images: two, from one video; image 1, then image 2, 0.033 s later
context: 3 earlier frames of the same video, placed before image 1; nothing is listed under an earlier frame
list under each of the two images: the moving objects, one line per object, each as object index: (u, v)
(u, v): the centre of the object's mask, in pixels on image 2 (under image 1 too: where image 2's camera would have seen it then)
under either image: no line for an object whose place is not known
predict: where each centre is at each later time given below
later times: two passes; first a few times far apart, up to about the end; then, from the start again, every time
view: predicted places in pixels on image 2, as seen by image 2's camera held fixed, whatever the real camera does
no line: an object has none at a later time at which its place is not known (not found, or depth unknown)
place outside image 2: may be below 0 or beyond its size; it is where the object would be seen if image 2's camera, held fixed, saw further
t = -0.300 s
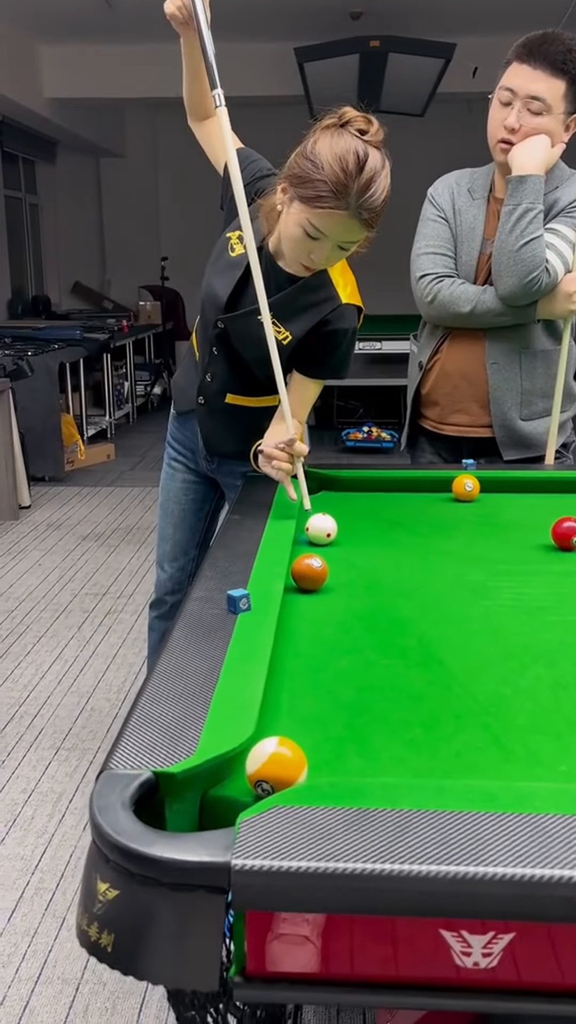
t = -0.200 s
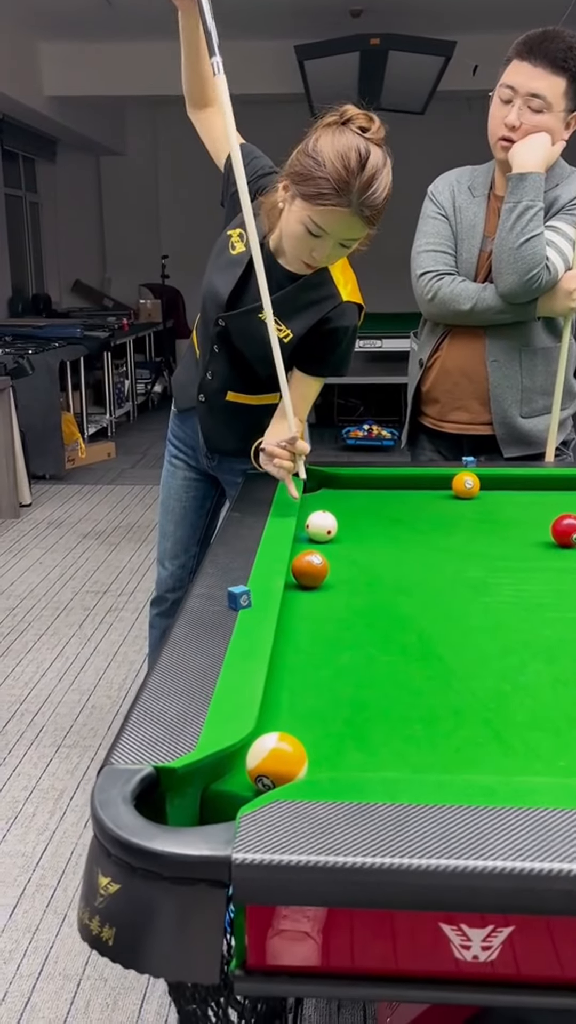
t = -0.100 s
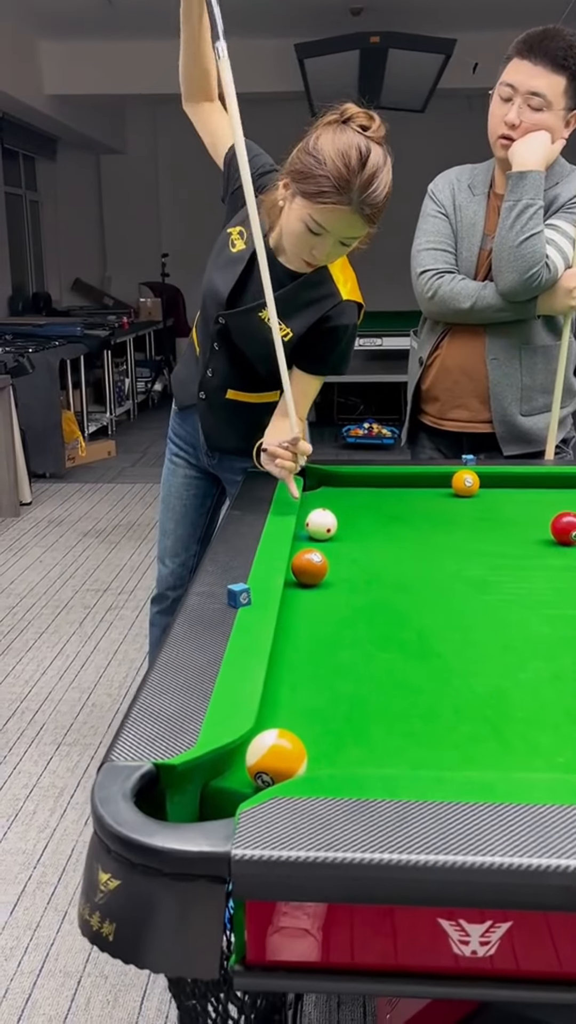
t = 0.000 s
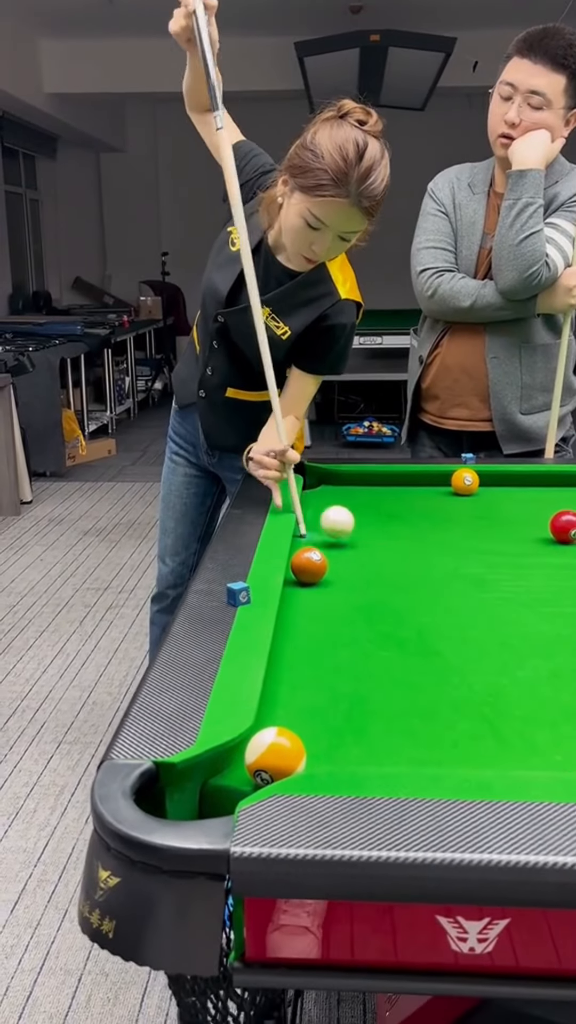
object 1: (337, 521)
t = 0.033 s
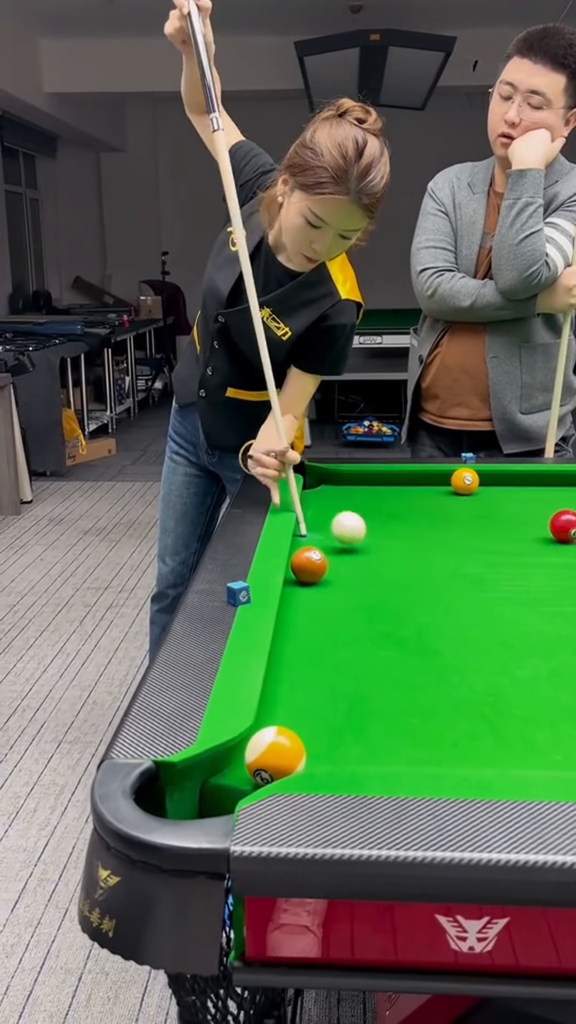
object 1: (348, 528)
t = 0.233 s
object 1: (404, 571)
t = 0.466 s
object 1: (414, 618)
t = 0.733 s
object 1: (331, 675)
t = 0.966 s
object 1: (315, 730)
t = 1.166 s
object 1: (371, 750)
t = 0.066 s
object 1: (360, 540)
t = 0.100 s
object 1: (370, 543)
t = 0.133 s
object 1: (380, 551)
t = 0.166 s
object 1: (389, 557)
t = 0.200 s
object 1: (397, 564)
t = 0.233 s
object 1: (404, 571)
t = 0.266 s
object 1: (411, 578)
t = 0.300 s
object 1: (415, 584)
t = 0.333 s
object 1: (419, 591)
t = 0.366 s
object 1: (420, 597)
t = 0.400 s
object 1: (420, 604)
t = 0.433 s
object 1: (418, 611)
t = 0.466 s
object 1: (414, 618)
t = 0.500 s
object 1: (407, 624)
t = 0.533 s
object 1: (399, 631)
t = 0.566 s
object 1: (389, 638)
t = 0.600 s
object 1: (379, 645)
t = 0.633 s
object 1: (367, 652)
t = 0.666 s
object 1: (356, 659)
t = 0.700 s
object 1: (344, 667)
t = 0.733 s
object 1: (331, 675)
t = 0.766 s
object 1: (318, 683)
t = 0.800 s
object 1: (304, 692)
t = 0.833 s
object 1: (291, 700)
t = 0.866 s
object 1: (290, 706)
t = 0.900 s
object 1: (300, 713)
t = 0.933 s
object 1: (308, 722)
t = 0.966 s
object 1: (315, 730)
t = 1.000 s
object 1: (322, 737)
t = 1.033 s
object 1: (331, 740)
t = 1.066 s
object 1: (341, 743)
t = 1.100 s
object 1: (351, 746)
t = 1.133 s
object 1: (362, 749)
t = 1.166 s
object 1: (371, 750)
